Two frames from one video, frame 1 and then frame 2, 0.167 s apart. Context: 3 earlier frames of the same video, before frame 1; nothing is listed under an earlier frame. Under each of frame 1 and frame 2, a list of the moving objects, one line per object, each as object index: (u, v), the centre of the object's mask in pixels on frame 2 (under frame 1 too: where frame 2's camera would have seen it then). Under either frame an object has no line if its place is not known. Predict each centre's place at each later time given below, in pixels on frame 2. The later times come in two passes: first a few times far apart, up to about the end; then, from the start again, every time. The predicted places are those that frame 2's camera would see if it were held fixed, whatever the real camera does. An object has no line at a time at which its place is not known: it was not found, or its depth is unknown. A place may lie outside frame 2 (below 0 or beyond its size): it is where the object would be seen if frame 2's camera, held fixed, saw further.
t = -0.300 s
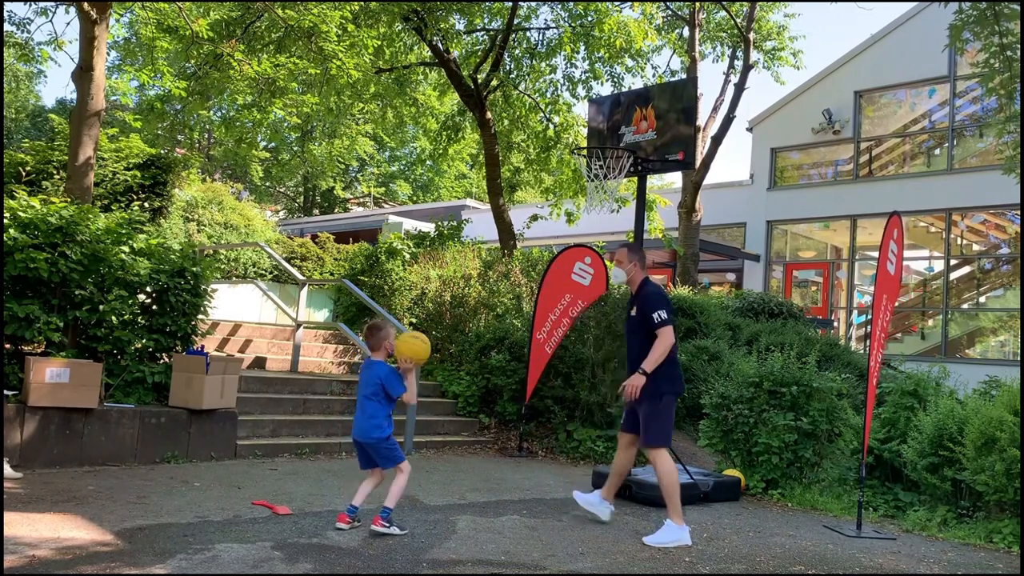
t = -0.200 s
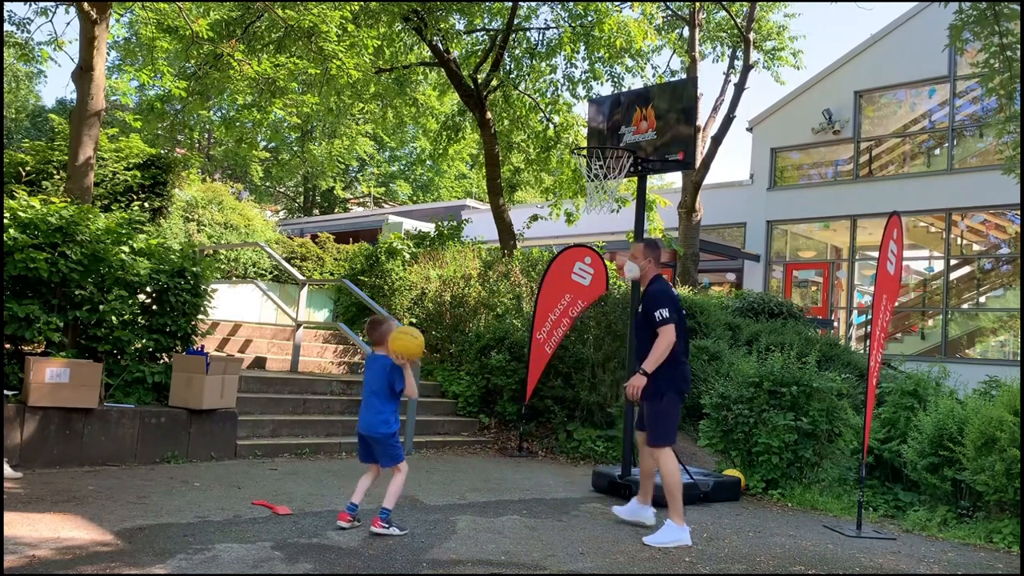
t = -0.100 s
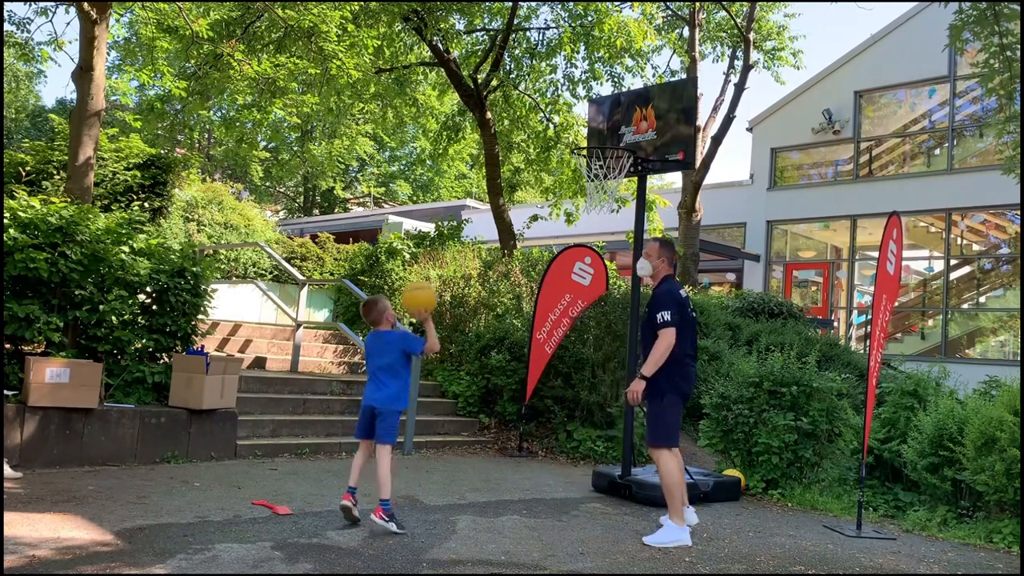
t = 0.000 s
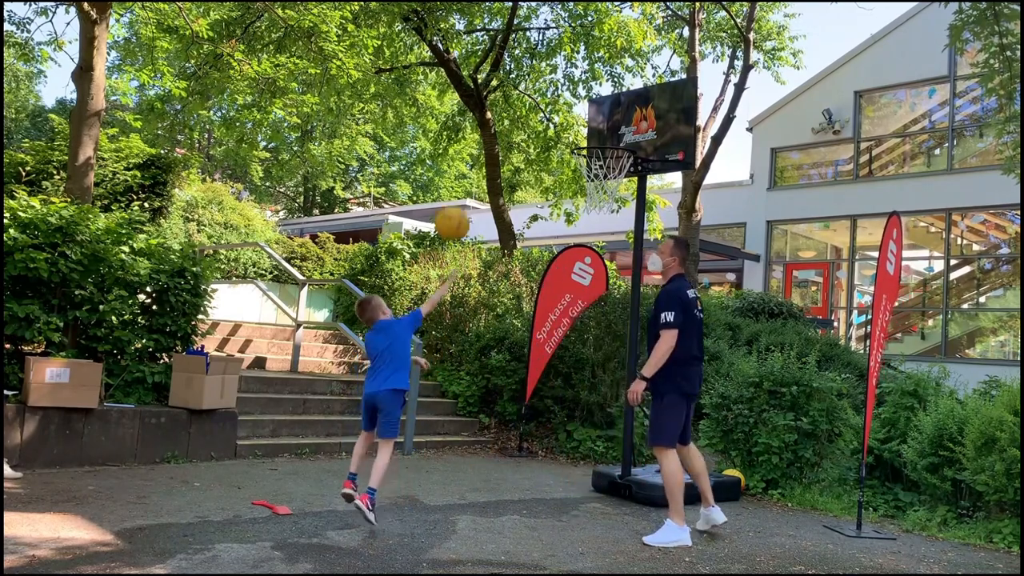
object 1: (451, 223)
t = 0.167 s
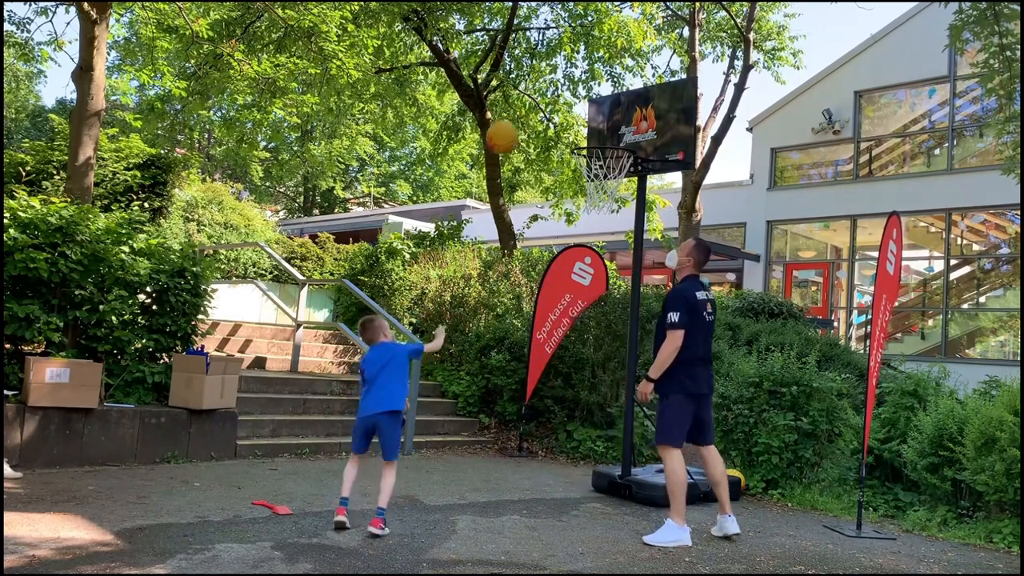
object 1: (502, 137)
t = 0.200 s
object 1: (511, 126)
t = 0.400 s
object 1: (557, 99)
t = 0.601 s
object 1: (593, 126)
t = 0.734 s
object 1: (612, 169)
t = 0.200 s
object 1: (511, 126)
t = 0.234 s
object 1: (519, 117)
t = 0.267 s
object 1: (528, 110)
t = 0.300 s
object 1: (535, 104)
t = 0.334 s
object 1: (543, 101)
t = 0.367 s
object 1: (550, 99)
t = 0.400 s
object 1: (557, 99)
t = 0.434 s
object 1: (564, 100)
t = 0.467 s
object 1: (569, 102)
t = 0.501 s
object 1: (576, 106)
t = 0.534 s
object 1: (582, 112)
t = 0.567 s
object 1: (588, 118)
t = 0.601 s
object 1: (593, 126)
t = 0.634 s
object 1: (599, 134)
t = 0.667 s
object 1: (603, 143)
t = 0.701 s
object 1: (608, 159)
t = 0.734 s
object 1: (612, 169)
